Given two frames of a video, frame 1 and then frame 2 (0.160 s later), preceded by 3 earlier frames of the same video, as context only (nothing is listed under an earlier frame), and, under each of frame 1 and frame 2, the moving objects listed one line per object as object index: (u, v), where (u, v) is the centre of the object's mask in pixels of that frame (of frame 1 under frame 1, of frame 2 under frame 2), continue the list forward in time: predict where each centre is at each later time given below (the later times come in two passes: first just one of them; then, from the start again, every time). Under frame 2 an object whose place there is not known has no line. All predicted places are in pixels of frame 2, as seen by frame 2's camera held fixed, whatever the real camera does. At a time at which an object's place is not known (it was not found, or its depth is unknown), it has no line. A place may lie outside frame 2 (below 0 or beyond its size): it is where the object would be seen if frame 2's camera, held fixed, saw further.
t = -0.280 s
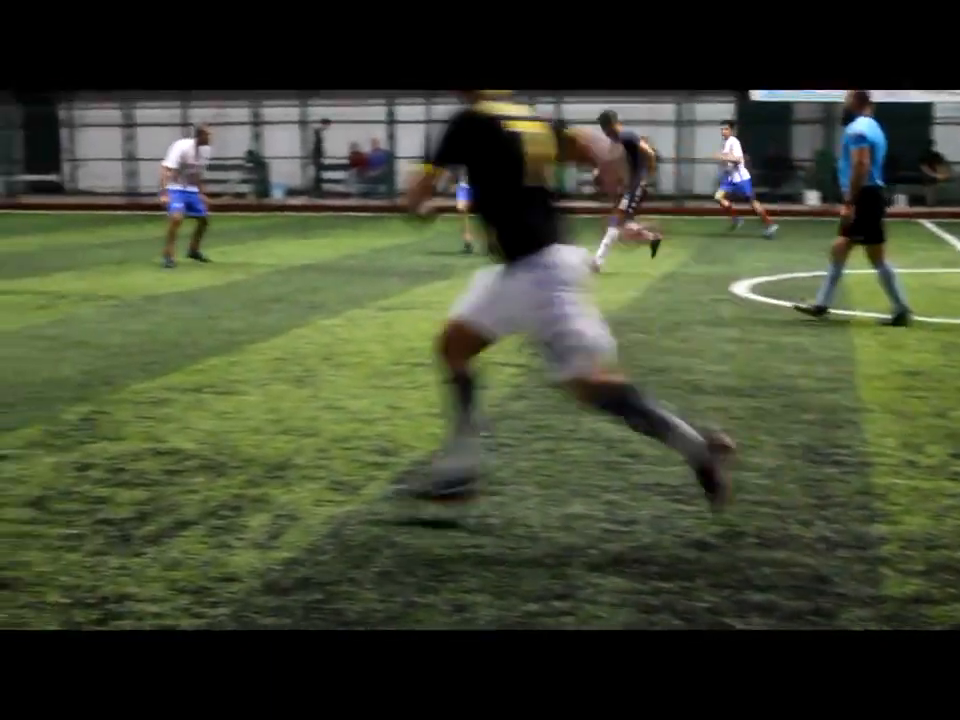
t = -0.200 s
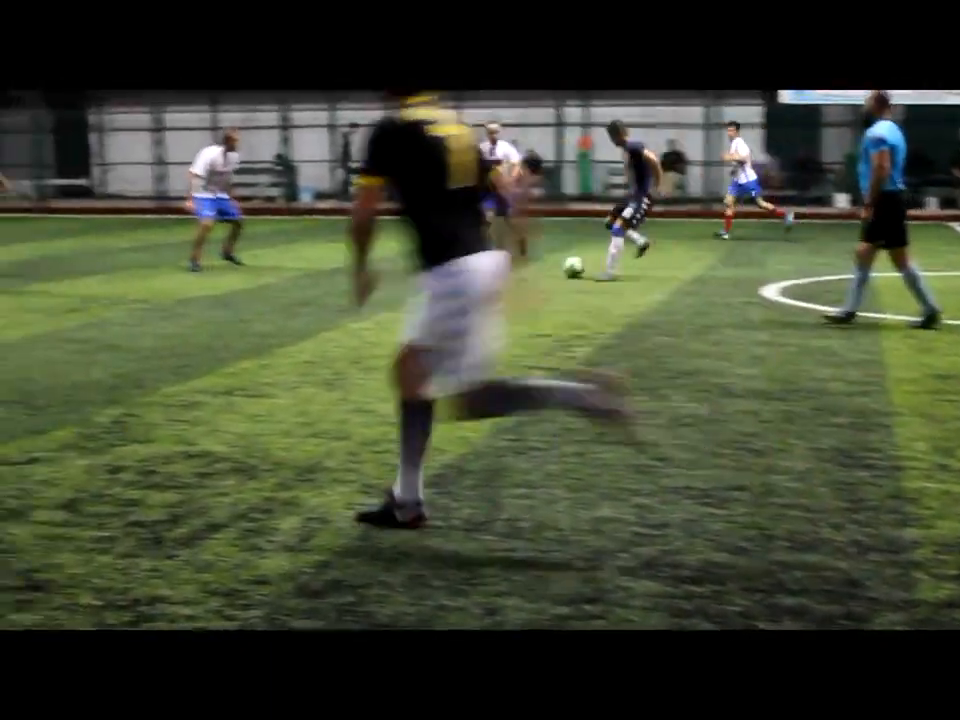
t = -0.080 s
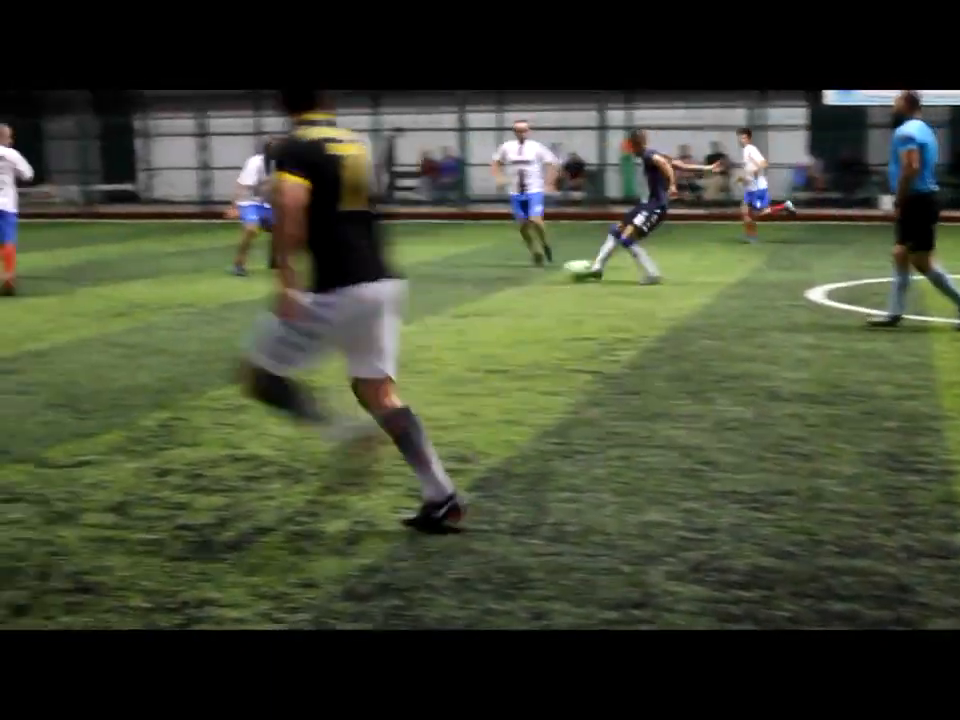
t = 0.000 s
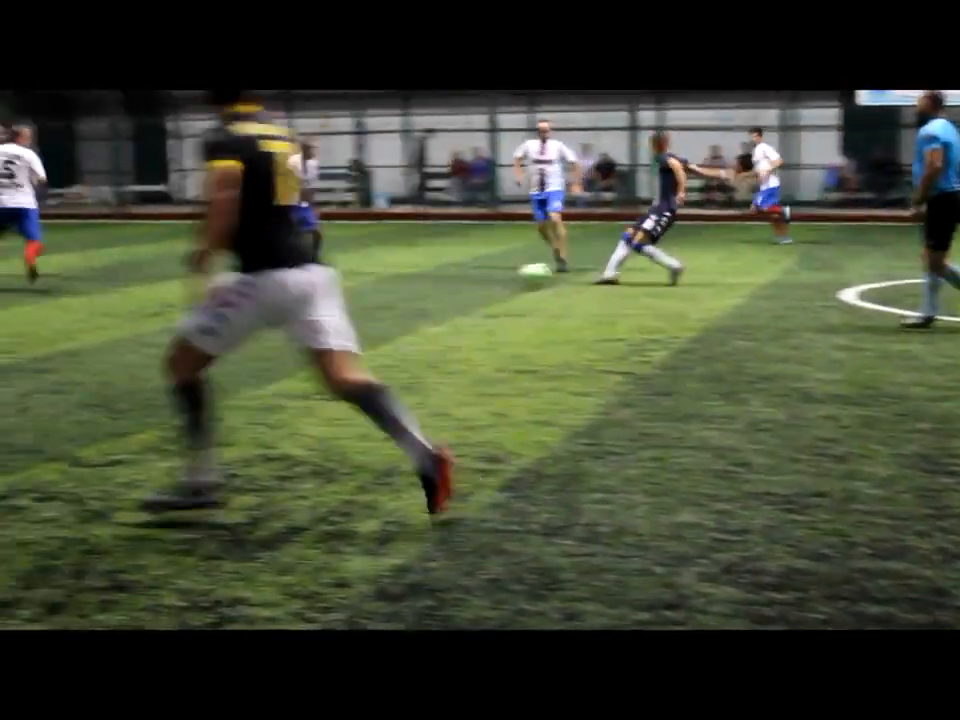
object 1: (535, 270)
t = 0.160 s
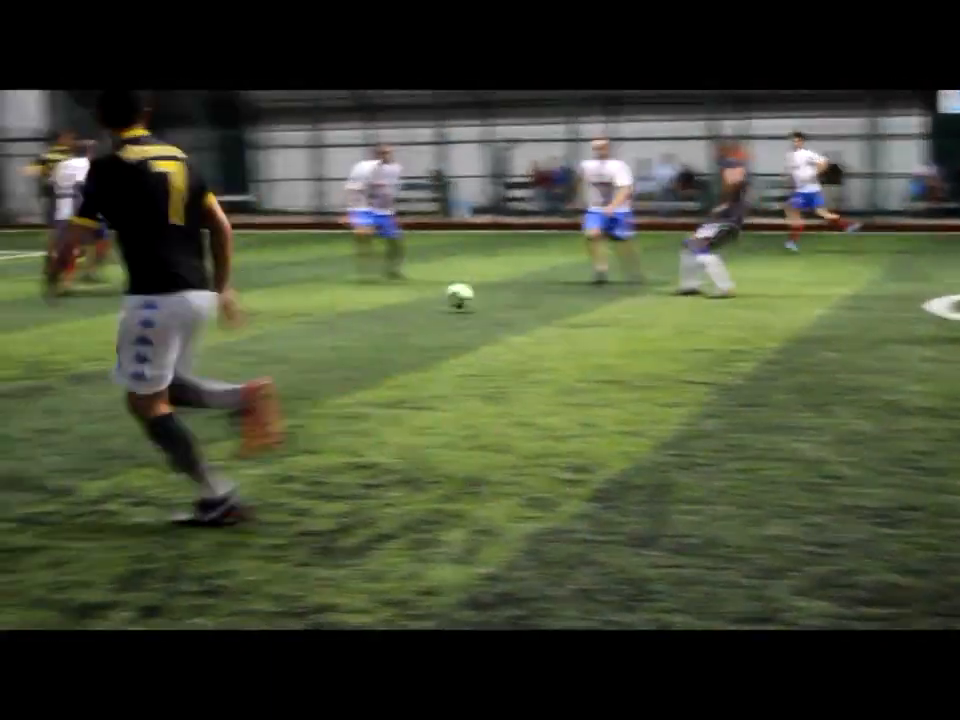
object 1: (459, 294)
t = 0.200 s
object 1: (422, 297)
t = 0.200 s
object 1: (422, 297)
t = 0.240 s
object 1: (382, 301)
